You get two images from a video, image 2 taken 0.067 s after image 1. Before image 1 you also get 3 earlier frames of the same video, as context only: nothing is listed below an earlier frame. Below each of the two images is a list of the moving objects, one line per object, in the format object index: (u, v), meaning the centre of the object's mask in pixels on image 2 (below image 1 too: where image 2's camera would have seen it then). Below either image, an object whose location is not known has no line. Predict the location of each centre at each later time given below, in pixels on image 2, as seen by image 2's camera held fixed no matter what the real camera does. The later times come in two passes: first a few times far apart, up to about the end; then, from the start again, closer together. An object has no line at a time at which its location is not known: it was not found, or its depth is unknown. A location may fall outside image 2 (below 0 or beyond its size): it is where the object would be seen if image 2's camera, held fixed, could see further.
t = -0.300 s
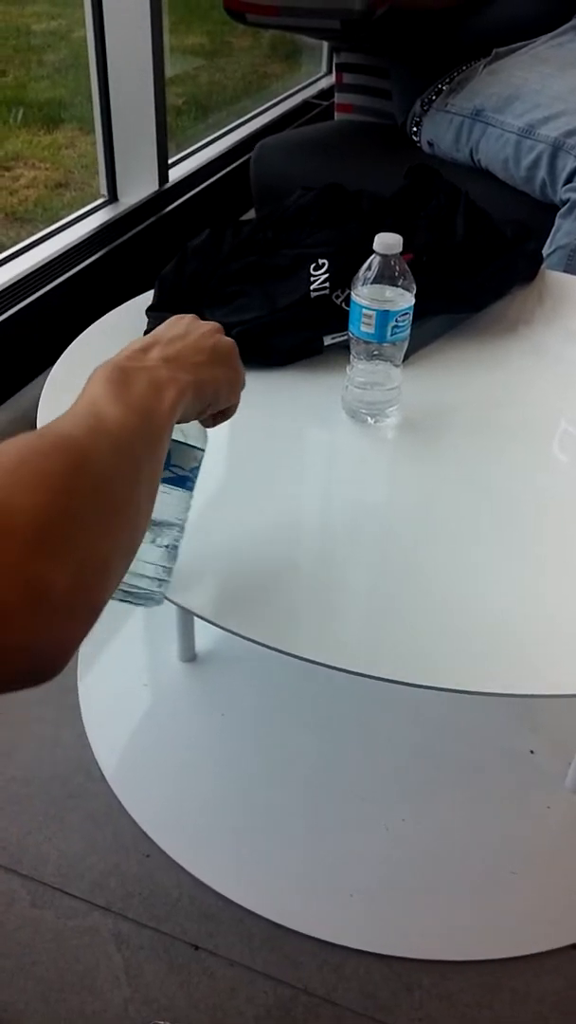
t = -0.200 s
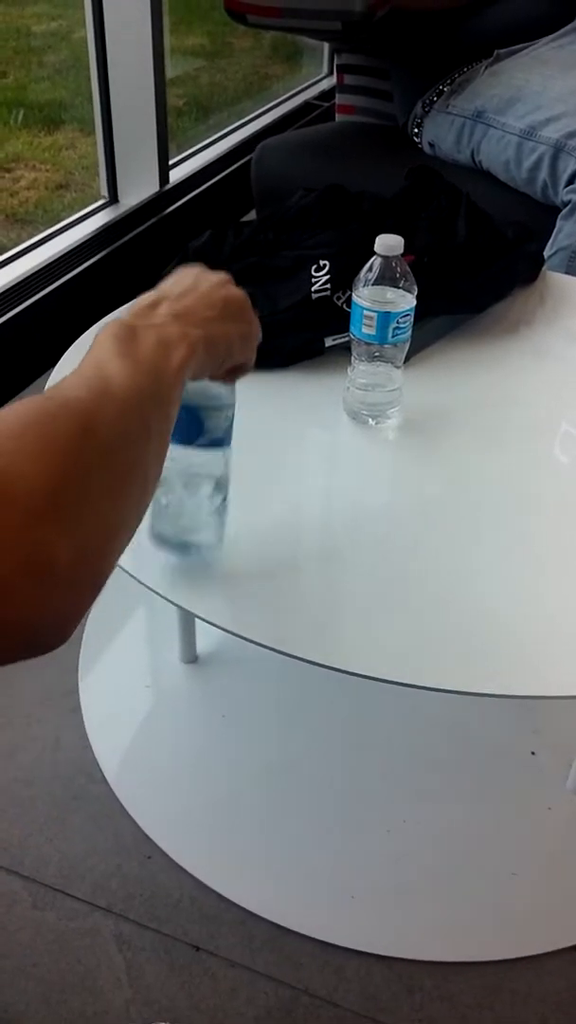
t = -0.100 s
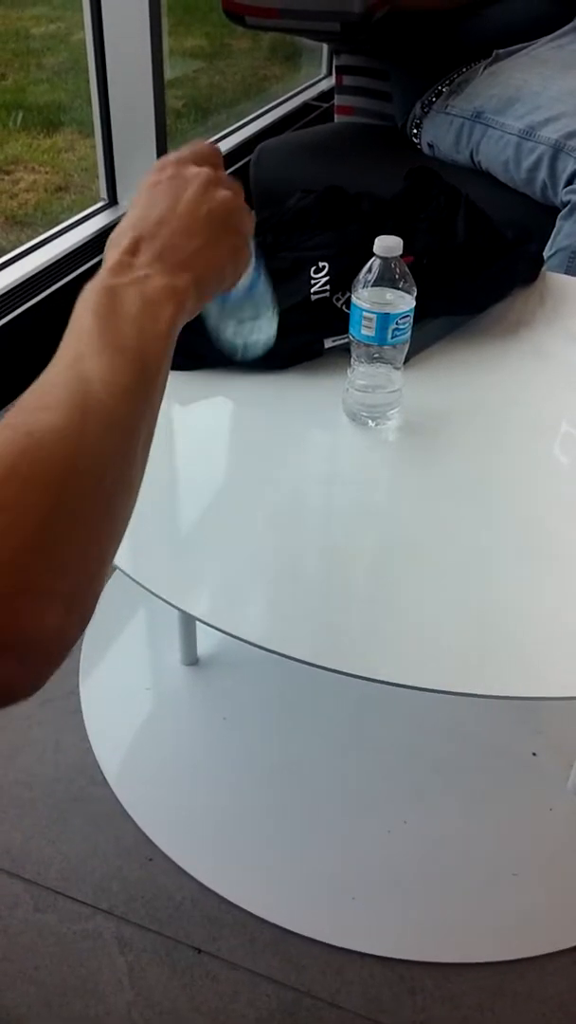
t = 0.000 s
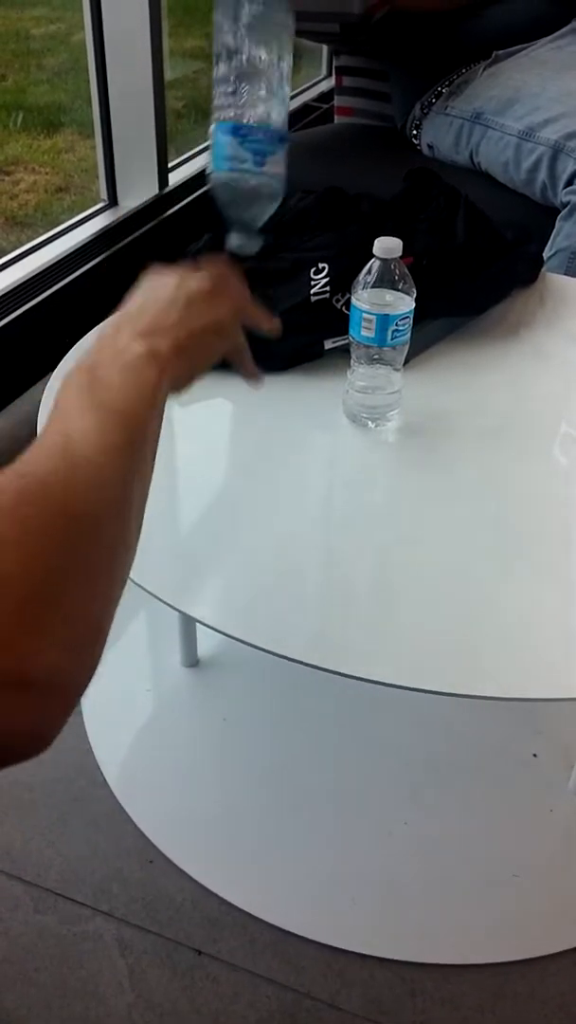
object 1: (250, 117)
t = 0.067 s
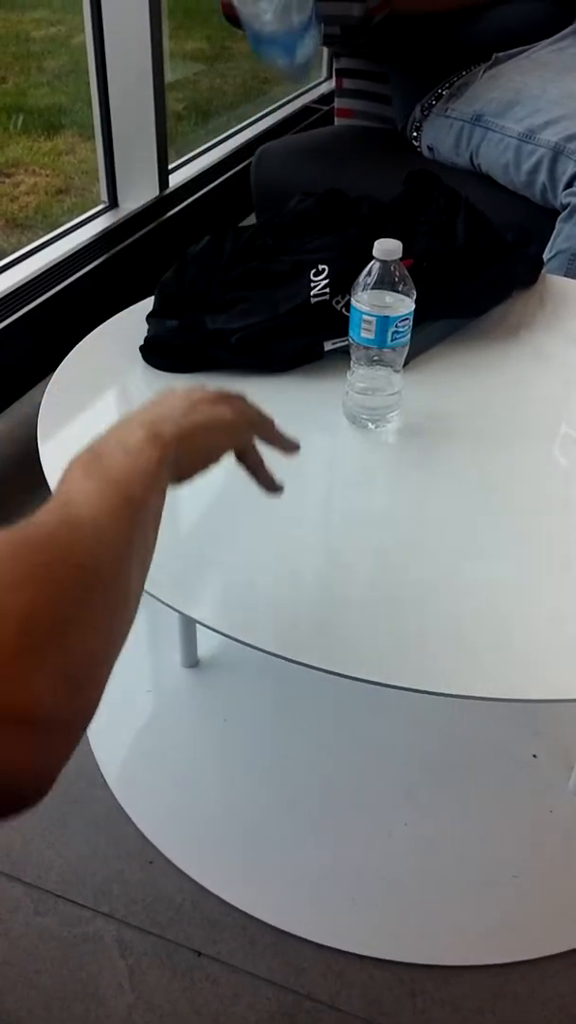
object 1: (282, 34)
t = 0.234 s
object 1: (250, 30)
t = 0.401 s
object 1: (265, 281)
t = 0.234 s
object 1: (250, 30)
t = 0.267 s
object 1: (260, 56)
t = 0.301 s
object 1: (266, 91)
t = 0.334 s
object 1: (267, 143)
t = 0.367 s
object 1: (266, 211)
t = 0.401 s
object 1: (265, 281)
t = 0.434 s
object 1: (262, 311)
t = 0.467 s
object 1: (261, 310)
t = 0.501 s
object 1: (259, 309)
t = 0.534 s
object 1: (257, 309)
